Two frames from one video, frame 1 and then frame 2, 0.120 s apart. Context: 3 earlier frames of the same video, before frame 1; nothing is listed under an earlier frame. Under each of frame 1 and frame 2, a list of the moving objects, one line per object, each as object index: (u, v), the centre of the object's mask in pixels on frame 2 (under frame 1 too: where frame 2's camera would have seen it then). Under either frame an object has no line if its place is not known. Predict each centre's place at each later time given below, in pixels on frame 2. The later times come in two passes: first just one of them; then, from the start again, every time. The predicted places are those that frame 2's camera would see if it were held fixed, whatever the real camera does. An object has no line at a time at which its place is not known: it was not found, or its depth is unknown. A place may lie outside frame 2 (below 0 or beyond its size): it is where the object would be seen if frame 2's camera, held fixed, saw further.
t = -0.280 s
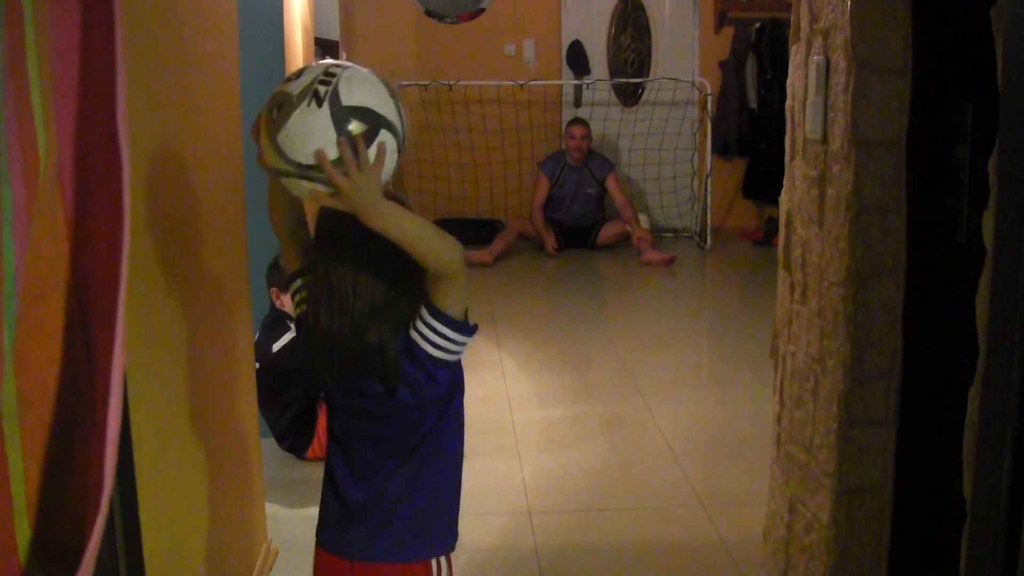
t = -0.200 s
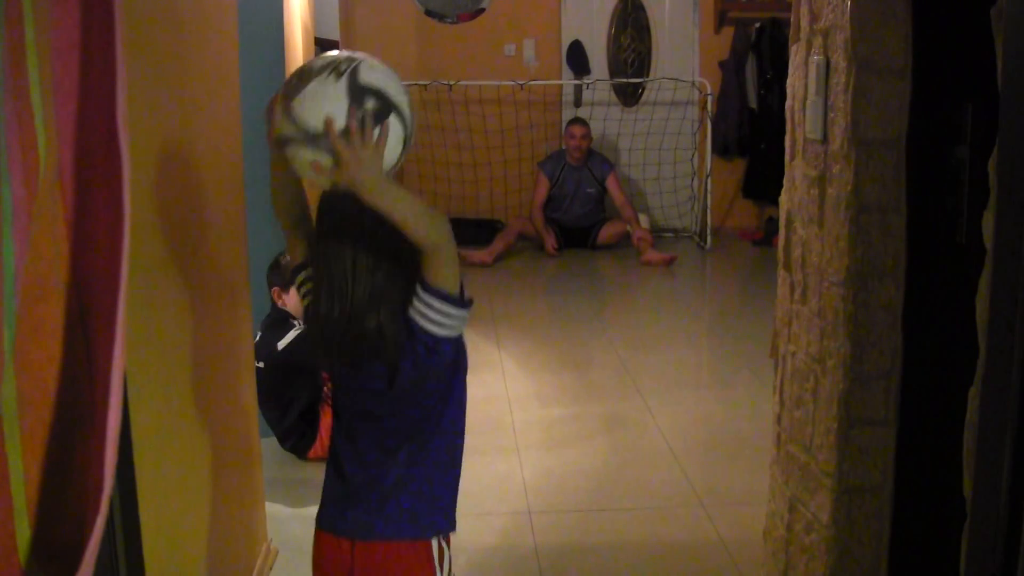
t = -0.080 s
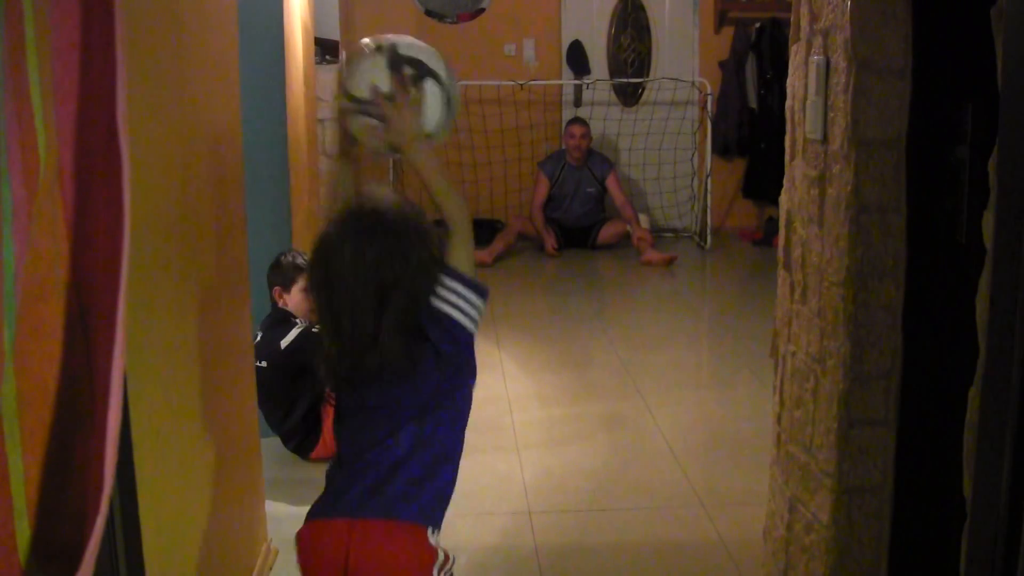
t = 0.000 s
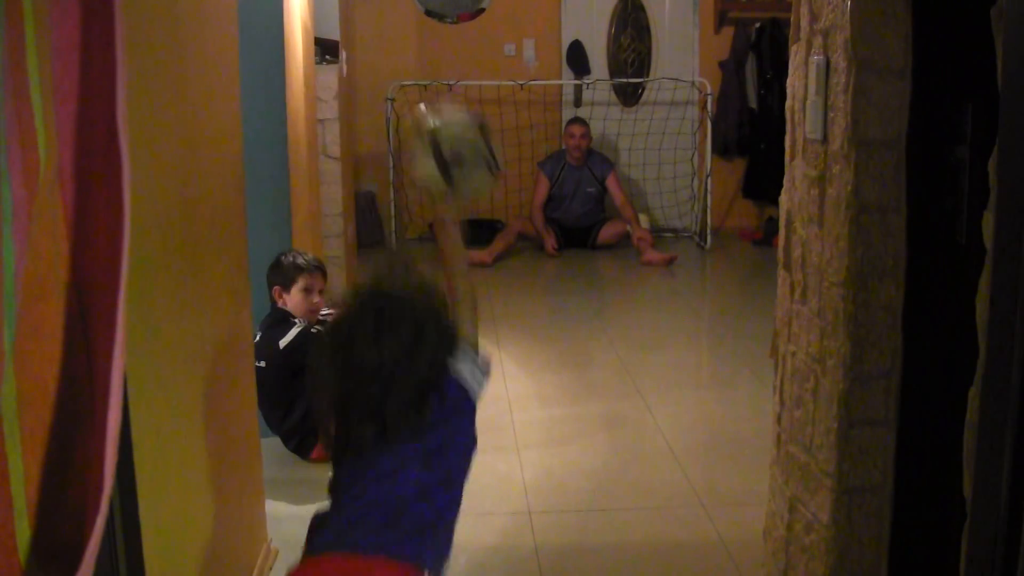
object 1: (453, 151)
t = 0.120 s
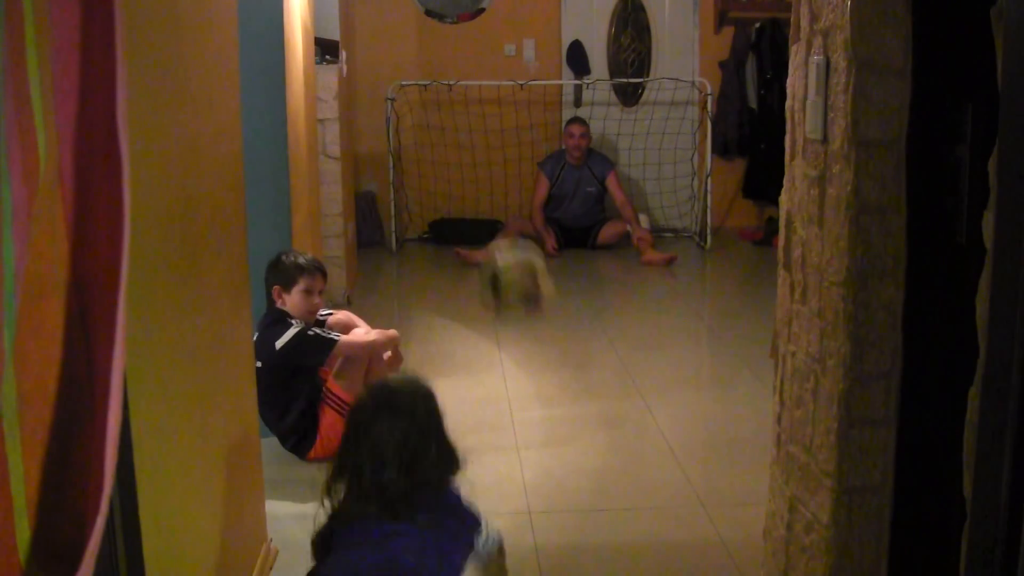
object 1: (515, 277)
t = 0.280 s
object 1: (564, 431)
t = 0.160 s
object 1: (528, 322)
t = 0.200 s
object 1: (543, 366)
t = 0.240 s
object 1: (557, 411)
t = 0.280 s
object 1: (564, 431)
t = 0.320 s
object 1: (564, 383)
